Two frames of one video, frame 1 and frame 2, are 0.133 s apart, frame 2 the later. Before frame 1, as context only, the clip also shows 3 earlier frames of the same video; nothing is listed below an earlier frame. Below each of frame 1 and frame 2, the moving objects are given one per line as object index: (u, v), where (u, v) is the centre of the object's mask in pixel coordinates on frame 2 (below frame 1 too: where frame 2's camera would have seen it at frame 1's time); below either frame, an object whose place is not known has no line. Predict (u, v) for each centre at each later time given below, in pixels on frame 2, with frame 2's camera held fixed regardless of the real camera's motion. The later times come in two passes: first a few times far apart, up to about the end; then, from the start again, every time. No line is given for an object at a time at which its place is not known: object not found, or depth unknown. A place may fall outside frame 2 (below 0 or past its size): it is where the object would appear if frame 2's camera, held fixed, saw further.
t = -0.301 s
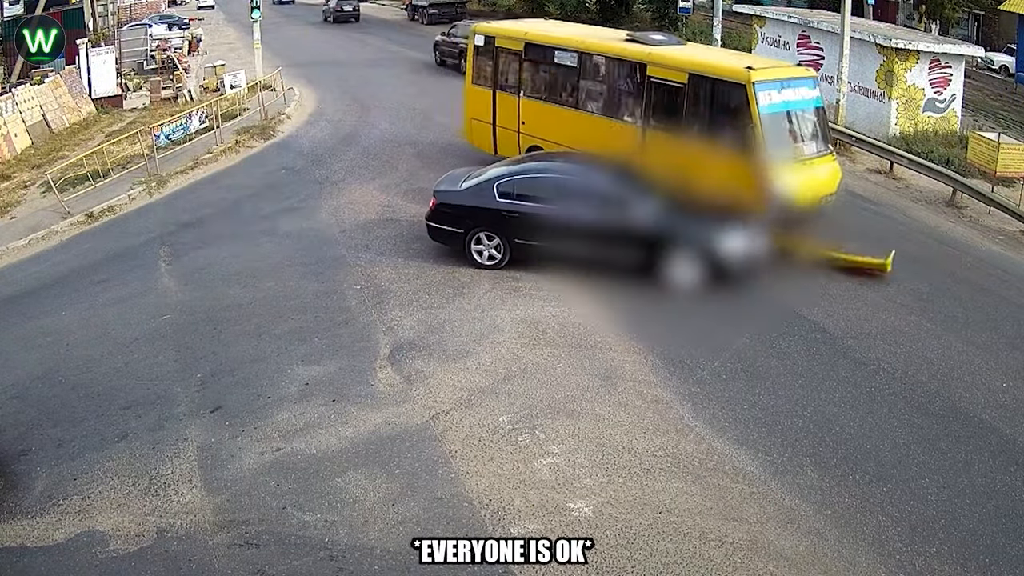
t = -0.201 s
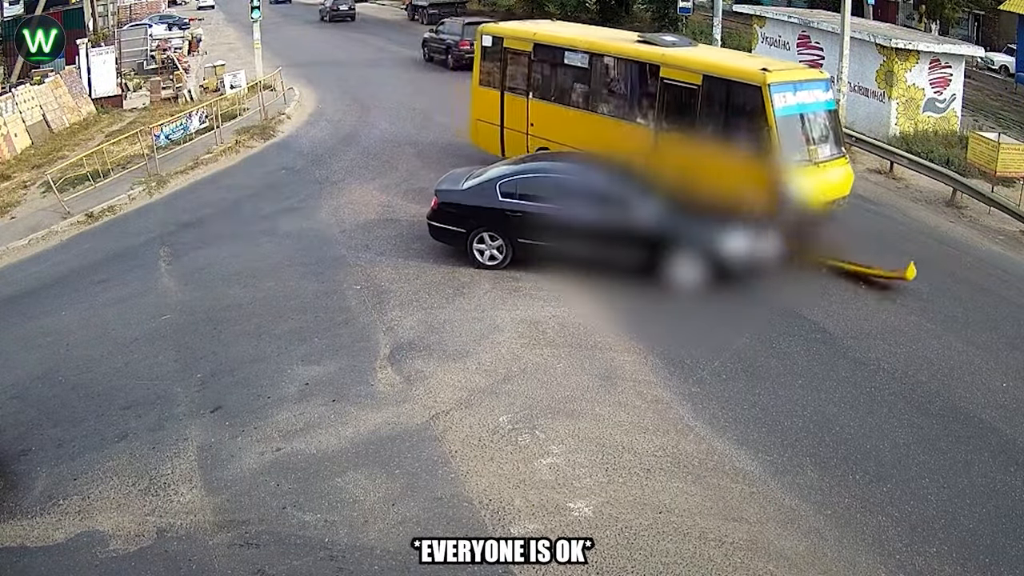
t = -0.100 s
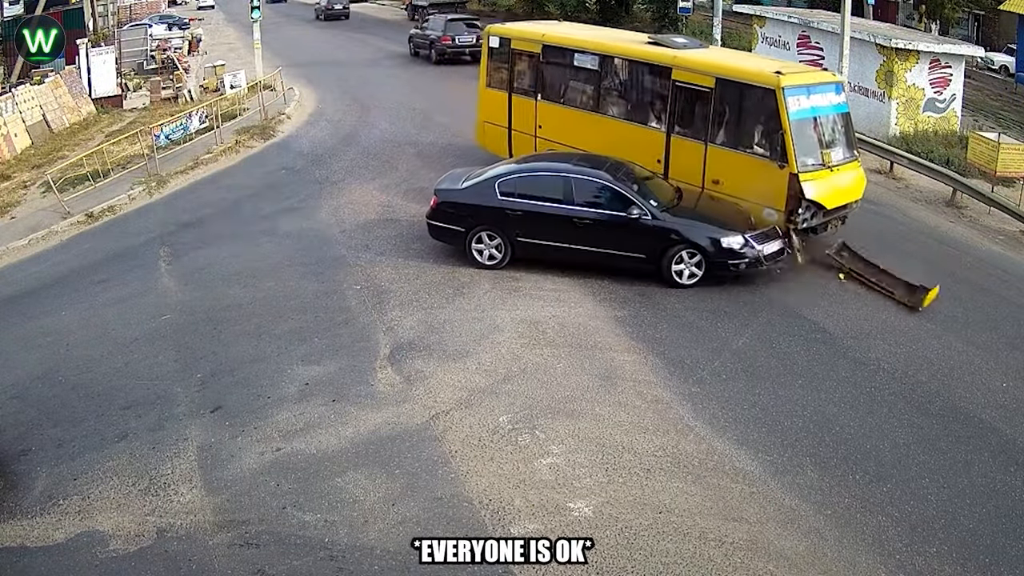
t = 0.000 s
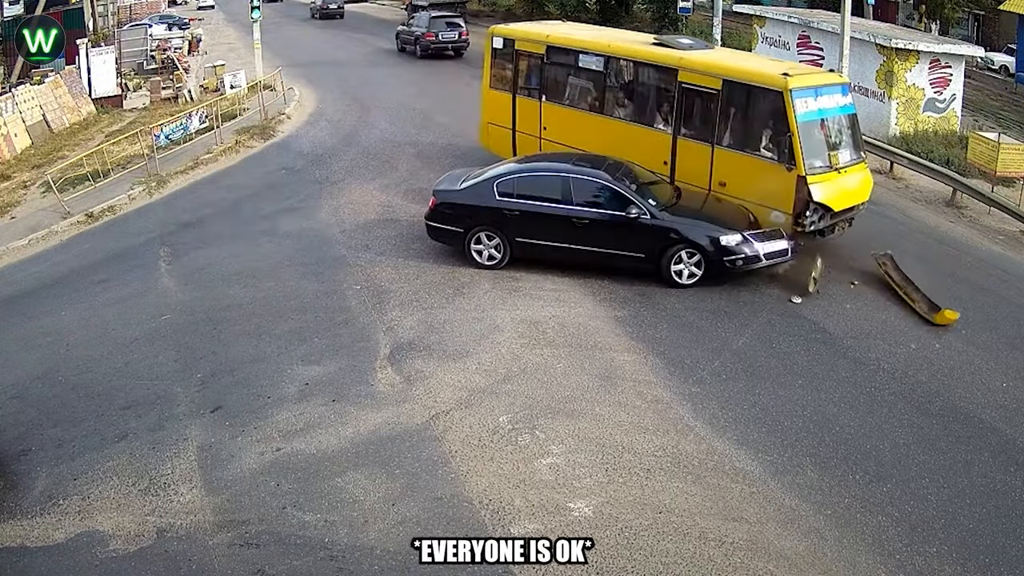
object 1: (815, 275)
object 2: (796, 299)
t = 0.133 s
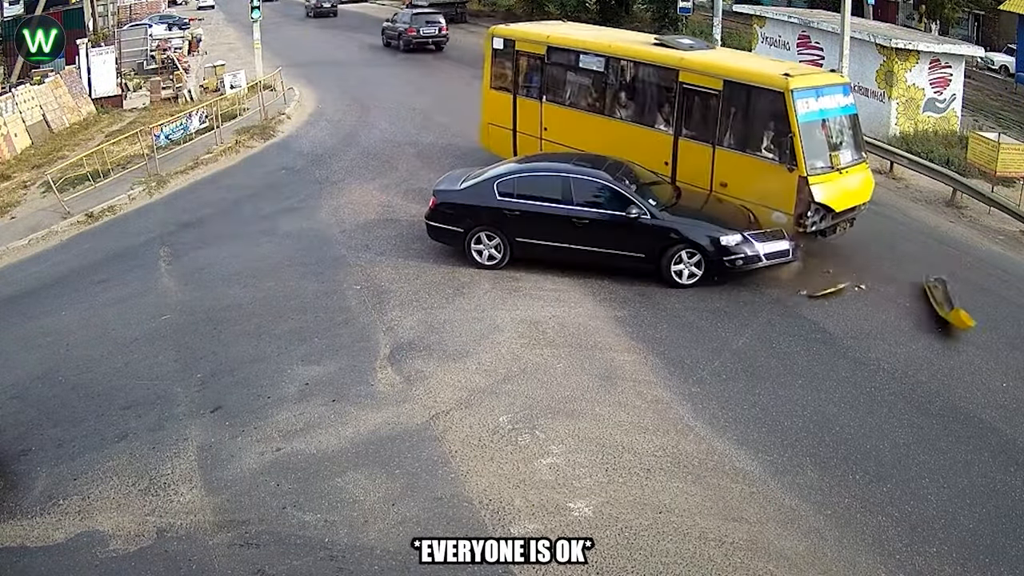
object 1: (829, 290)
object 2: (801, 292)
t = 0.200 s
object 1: (833, 291)
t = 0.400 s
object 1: (837, 294)
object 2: (800, 314)
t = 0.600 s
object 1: (838, 294)
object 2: (807, 322)
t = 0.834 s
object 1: (838, 294)
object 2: (804, 319)
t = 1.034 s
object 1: (838, 294)
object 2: (805, 321)
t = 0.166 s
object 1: (836, 291)
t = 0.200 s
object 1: (833, 291)
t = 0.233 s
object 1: (835, 290)
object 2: (800, 309)
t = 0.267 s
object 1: (836, 290)
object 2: (800, 308)
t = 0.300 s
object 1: (837, 290)
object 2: (801, 308)
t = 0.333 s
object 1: (836, 291)
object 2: (799, 310)
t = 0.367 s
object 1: (838, 293)
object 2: (799, 313)
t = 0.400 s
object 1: (837, 294)
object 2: (800, 314)
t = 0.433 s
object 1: (837, 294)
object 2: (801, 315)
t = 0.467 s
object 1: (837, 294)
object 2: (802, 315)
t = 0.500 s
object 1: (839, 294)
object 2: (806, 313)
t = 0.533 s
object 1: (838, 294)
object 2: (805, 316)
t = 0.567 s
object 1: (838, 294)
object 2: (806, 320)
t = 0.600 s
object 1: (838, 294)
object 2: (807, 322)
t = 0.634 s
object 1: (838, 294)
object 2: (808, 319)
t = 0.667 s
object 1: (838, 294)
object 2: (807, 319)
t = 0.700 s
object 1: (838, 294)
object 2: (807, 319)
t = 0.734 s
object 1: (838, 294)
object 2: (806, 319)
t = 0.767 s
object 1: (838, 294)
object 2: (805, 319)
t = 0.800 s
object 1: (838, 294)
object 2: (805, 319)
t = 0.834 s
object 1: (838, 294)
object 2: (804, 319)
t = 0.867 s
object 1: (838, 294)
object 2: (803, 321)
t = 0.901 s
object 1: (838, 294)
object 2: (803, 321)
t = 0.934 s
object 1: (838, 294)
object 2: (804, 320)
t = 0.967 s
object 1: (838, 294)
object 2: (804, 320)
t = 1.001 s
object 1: (838, 294)
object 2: (804, 320)
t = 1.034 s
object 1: (838, 294)
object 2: (805, 321)
